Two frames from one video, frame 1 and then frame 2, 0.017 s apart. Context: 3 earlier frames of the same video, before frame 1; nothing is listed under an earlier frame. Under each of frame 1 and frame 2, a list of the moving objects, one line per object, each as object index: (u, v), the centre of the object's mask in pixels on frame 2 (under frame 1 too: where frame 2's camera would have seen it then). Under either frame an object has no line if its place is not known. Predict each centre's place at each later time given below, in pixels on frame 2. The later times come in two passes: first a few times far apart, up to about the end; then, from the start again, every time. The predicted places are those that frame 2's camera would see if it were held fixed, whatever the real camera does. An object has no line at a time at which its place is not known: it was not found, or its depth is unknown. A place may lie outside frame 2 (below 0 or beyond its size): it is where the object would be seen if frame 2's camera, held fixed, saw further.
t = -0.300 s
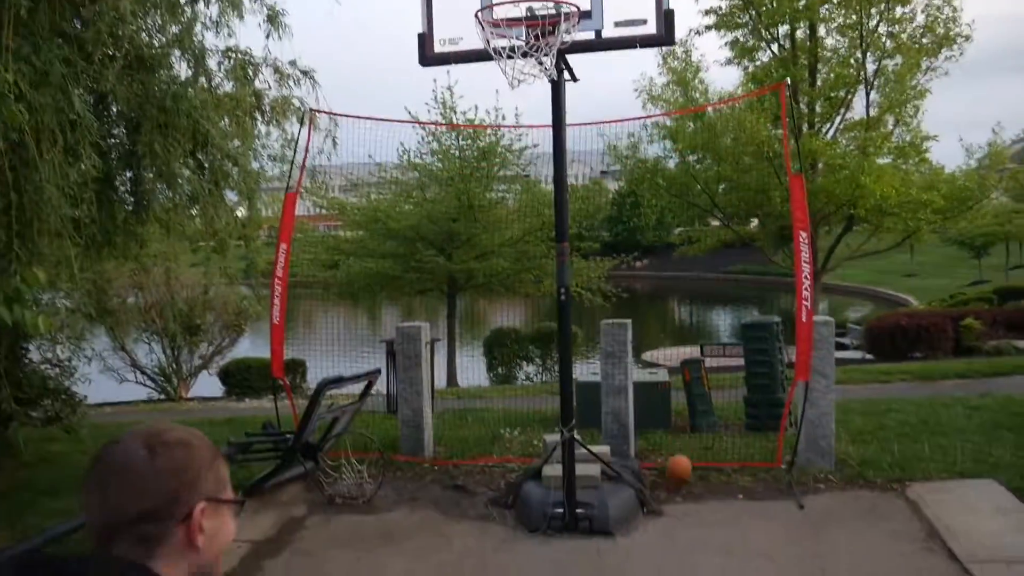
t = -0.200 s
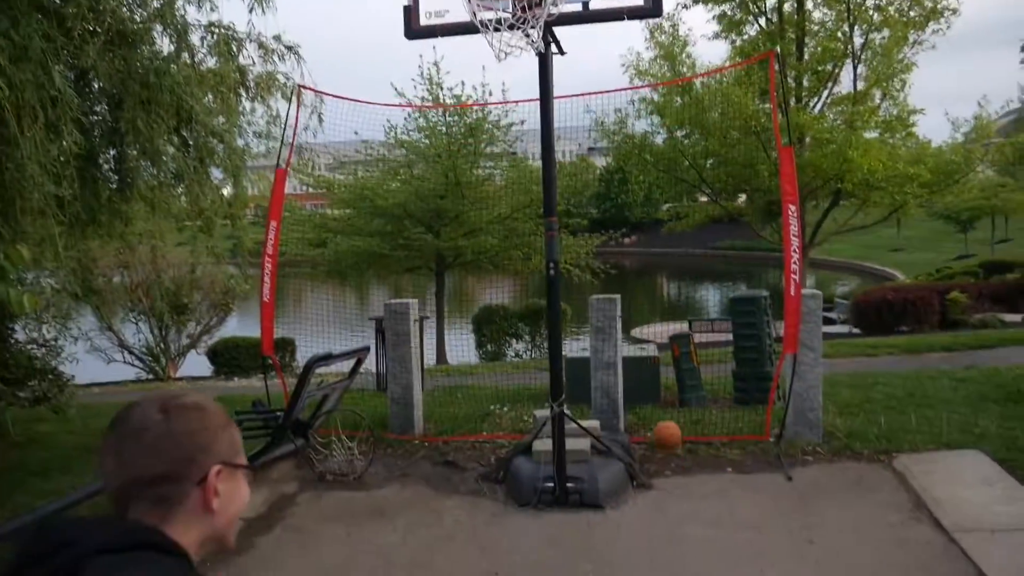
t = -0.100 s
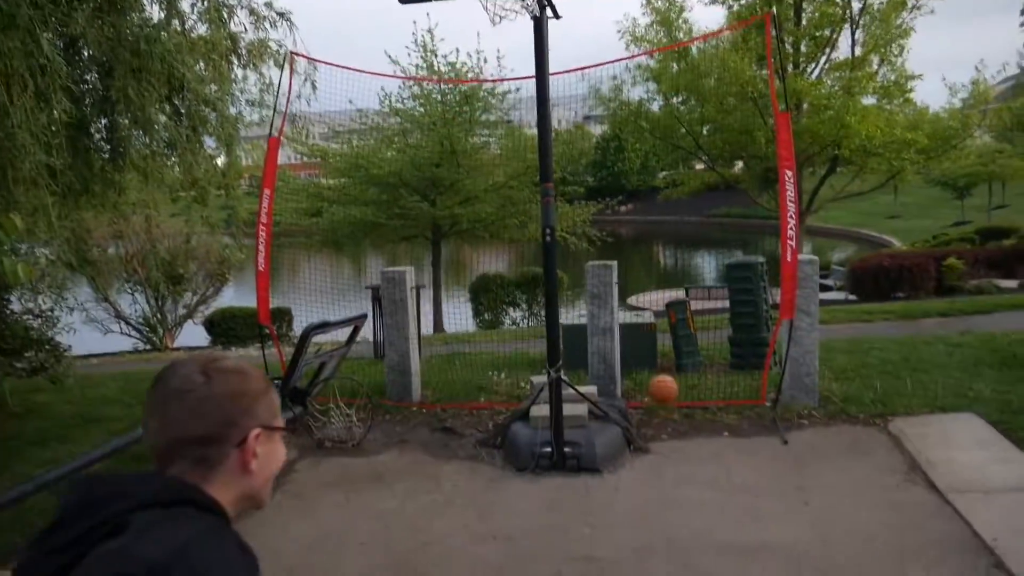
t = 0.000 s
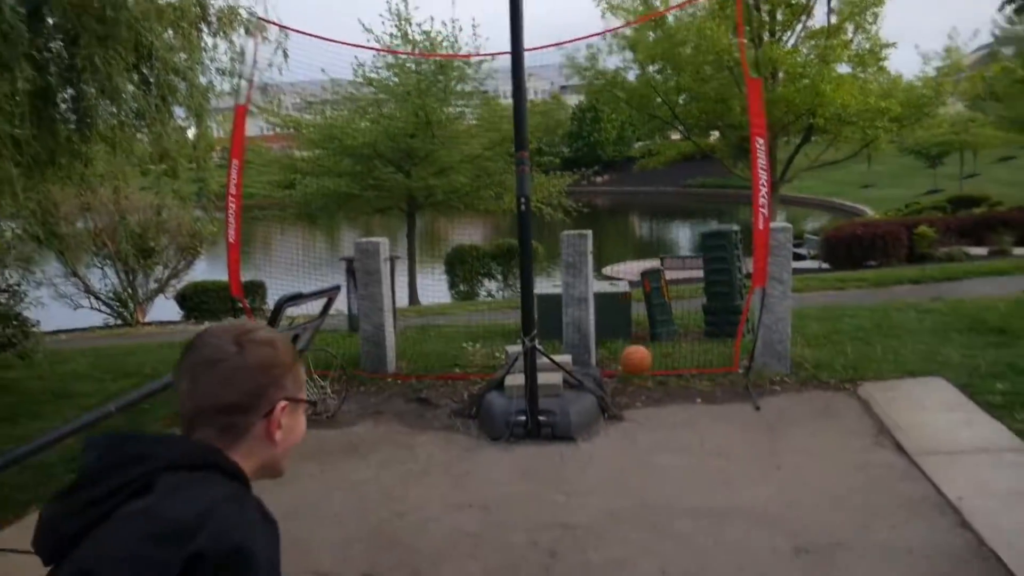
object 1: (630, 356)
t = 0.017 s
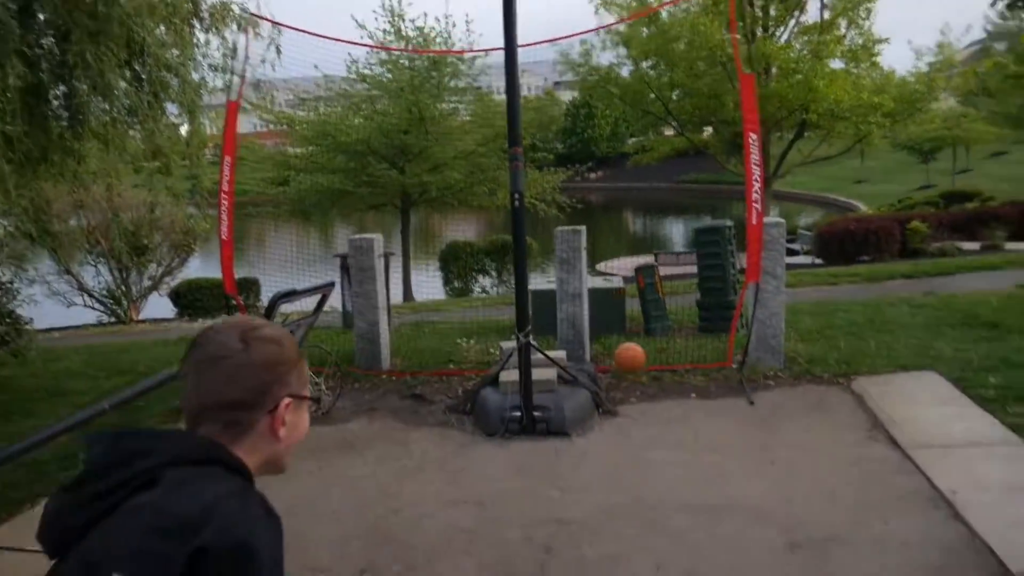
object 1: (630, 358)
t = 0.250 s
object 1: (627, 445)
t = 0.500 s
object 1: (623, 458)
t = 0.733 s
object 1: (619, 560)
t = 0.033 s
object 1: (630, 361)
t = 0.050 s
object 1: (629, 364)
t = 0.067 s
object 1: (629, 367)
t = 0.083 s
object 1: (629, 370)
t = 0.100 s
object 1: (628, 374)
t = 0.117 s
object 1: (630, 379)
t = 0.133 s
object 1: (629, 385)
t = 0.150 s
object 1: (628, 391)
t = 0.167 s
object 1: (628, 399)
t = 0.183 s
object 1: (628, 406)
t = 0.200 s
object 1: (628, 415)
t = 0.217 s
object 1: (628, 424)
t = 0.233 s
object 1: (628, 434)
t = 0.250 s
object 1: (627, 445)
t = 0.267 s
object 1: (628, 454)
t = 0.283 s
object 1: (627, 453)
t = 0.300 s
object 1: (627, 449)
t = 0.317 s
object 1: (626, 447)
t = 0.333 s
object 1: (626, 445)
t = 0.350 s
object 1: (626, 444)
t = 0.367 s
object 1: (625, 444)
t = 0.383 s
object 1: (625, 443)
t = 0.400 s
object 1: (625, 444)
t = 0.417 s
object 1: (624, 444)
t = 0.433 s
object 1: (624, 446)
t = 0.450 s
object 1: (623, 448)
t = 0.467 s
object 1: (623, 451)
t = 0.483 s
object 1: (623, 454)
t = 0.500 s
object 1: (623, 458)
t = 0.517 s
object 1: (623, 462)
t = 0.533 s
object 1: (622, 468)
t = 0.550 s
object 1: (622, 474)
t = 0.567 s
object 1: (621, 481)
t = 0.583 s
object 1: (621, 488)
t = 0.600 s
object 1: (620, 497)
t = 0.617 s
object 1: (621, 506)
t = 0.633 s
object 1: (620, 516)
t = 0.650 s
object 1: (621, 528)
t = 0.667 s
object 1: (620, 541)
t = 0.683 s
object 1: (620, 556)
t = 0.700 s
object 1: (620, 560)
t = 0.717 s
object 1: (619, 559)
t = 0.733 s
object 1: (619, 560)
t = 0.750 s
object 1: (618, 561)
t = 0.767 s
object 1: (616, 563)
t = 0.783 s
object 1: (616, 565)
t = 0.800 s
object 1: (615, 568)
